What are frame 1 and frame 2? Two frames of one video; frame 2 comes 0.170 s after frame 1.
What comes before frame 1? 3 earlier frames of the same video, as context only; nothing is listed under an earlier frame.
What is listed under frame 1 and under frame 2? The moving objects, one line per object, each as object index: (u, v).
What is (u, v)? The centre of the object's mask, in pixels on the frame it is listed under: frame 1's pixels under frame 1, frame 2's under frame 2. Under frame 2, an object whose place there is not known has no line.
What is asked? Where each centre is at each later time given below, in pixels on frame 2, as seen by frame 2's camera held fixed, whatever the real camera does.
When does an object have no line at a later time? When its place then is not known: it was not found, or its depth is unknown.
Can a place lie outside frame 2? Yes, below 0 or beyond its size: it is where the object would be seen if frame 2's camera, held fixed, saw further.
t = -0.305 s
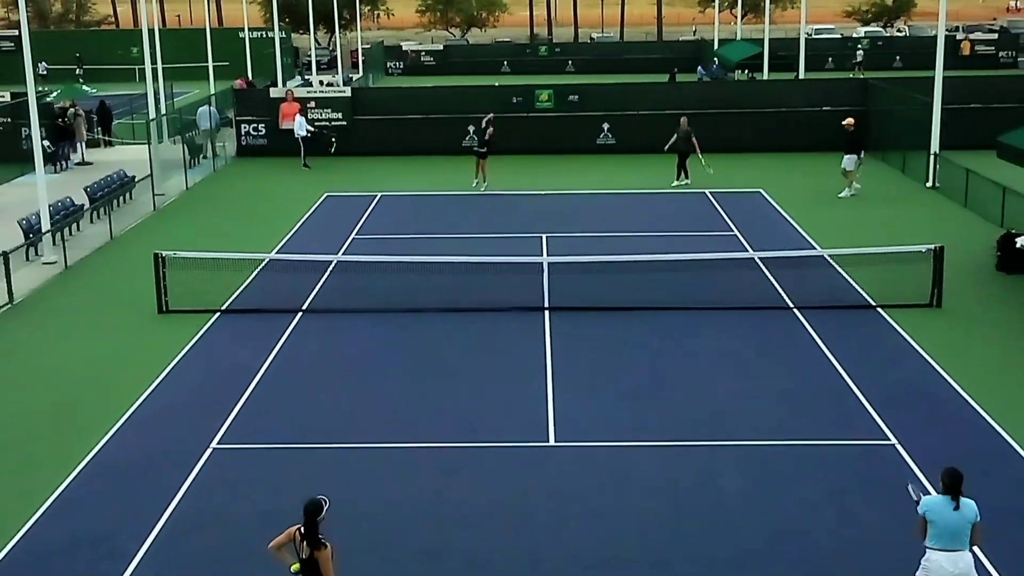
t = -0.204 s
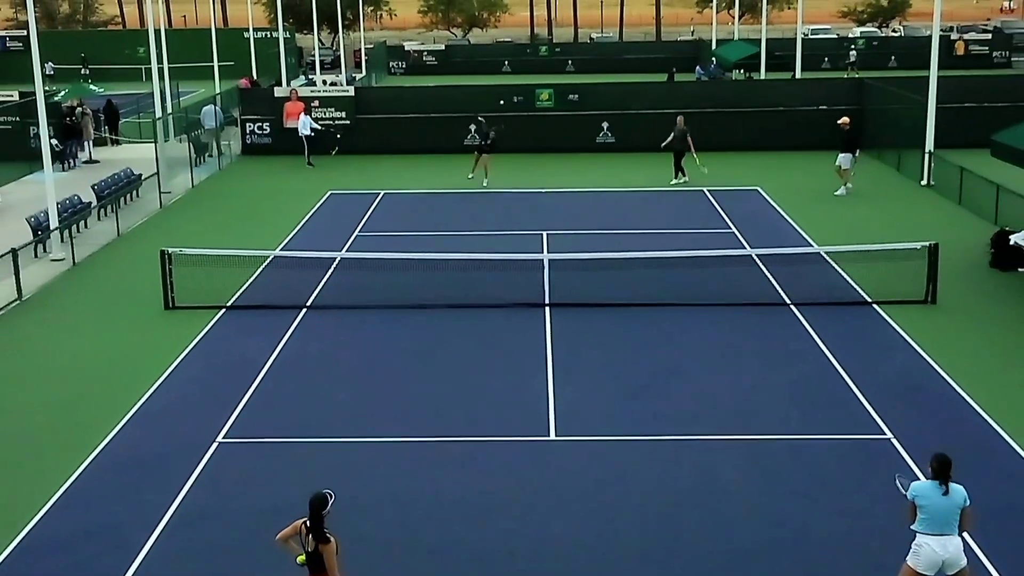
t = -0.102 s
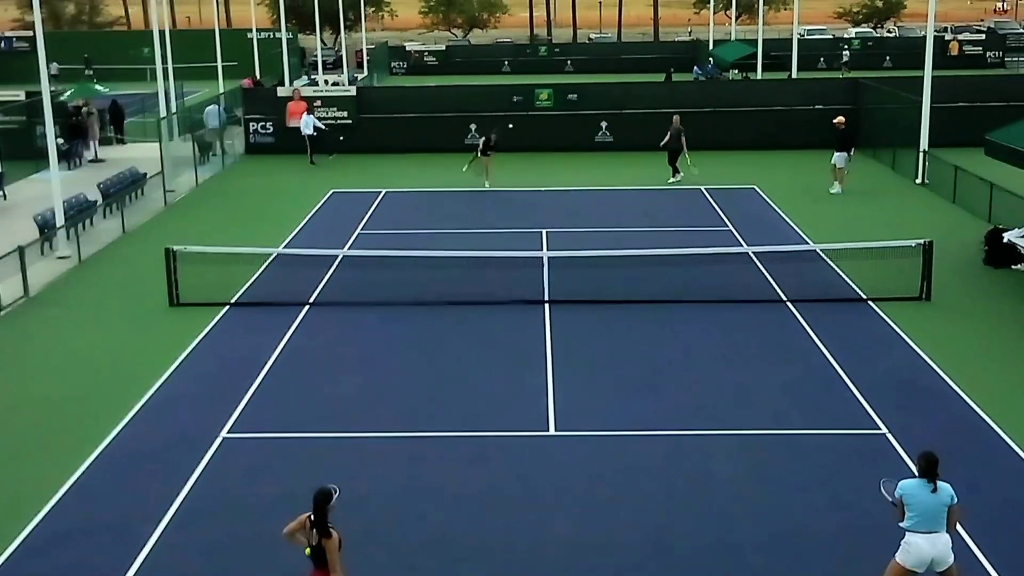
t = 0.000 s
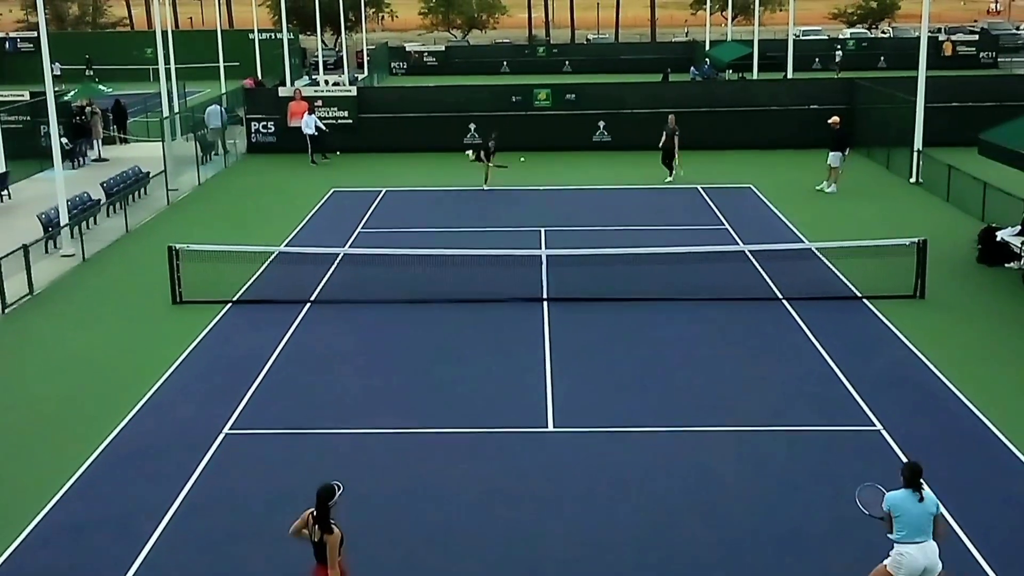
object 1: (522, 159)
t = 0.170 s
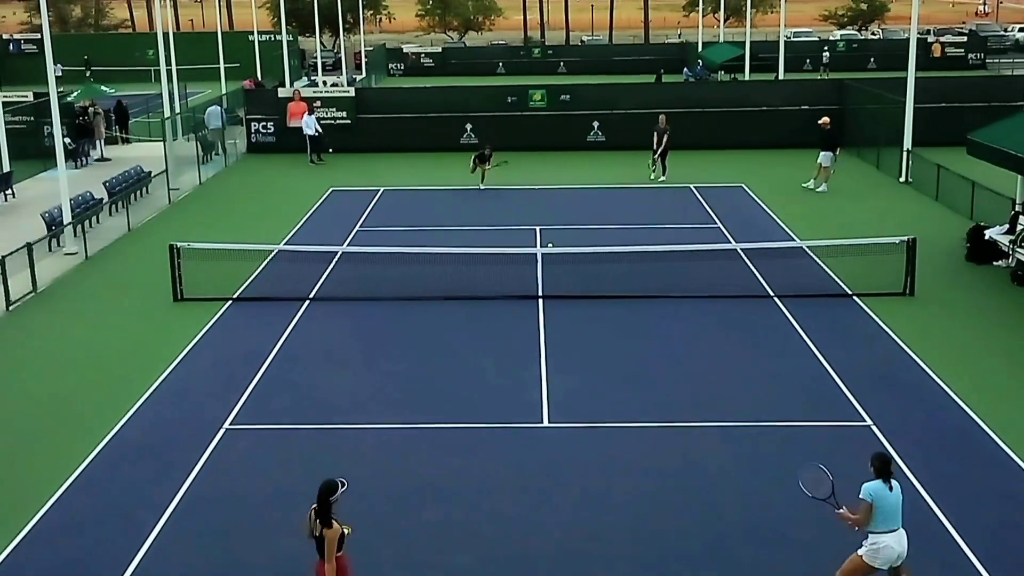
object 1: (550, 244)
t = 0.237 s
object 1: (568, 293)
